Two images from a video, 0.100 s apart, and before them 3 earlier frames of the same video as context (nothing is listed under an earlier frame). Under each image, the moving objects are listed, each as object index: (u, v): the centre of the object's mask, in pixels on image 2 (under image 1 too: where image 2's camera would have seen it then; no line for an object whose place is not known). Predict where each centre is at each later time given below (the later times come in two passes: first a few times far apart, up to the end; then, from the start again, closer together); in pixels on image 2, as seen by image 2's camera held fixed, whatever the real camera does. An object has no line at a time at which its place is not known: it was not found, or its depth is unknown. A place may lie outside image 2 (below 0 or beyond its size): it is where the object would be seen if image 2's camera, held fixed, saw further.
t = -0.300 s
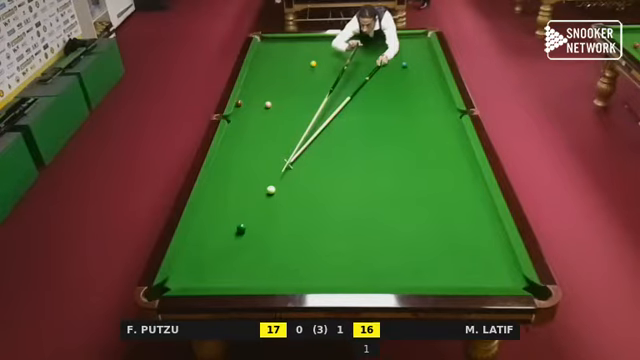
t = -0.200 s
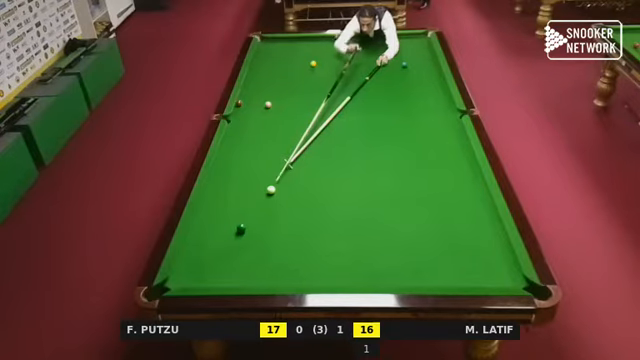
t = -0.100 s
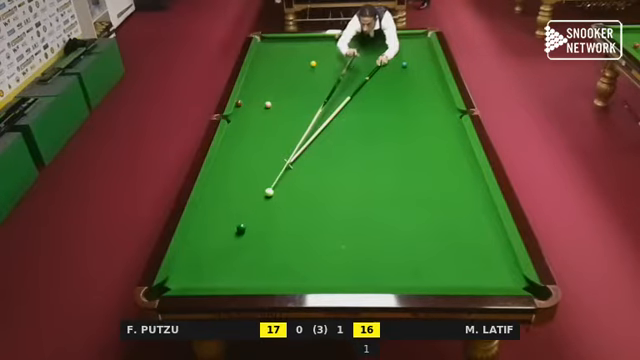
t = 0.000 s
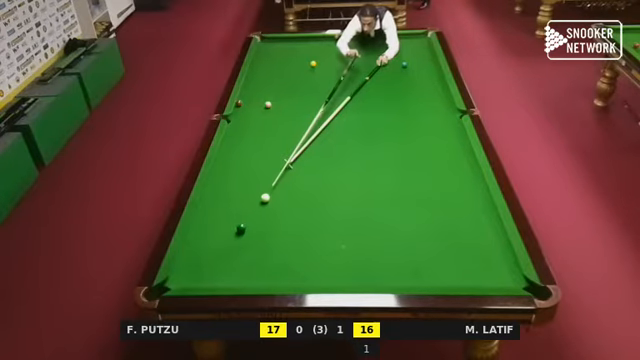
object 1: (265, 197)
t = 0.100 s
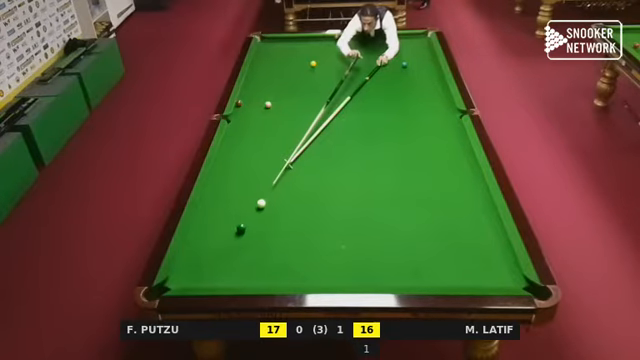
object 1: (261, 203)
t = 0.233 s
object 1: (255, 211)
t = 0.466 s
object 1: (248, 223)
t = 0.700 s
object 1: (249, 227)
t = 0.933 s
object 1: (250, 231)
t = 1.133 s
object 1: (251, 234)
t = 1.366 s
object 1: (251, 236)
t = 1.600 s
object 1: (251, 238)
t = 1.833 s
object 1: (252, 239)
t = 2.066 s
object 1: (251, 240)
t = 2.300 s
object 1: (252, 240)
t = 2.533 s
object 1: (252, 241)
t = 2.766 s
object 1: (252, 241)
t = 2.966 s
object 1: (252, 241)
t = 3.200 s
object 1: (252, 241)
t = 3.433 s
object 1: (252, 241)
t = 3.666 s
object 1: (251, 241)
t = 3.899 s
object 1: (251, 241)
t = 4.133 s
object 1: (251, 240)
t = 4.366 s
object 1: (251, 240)
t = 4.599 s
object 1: (251, 240)
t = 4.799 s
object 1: (251, 240)
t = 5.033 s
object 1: (251, 240)
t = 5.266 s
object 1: (251, 240)
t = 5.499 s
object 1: (251, 241)
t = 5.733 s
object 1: (251, 241)
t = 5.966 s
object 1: (251, 241)
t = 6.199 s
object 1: (251, 241)
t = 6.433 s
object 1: (251, 241)
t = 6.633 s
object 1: (252, 241)
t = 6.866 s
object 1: (251, 241)
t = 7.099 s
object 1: (251, 241)
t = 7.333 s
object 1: (251, 241)
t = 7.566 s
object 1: (251, 241)
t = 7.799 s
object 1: (251, 241)
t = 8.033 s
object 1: (251, 241)
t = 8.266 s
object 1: (251, 241)
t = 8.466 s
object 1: (251, 241)
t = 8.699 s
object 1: (251, 241)
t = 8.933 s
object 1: (251, 240)
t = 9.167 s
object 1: (251, 240)
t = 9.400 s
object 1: (252, 241)
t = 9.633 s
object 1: (251, 240)
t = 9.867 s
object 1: (251, 241)
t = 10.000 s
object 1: (251, 240)
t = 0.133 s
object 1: (260, 205)
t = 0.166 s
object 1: (258, 207)
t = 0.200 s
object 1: (257, 209)
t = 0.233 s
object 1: (255, 211)
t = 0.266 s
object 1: (254, 213)
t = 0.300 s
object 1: (253, 215)
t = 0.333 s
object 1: (251, 217)
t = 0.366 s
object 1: (250, 219)
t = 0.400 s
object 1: (249, 221)
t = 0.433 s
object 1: (248, 222)
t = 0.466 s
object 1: (248, 223)
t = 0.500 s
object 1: (248, 224)
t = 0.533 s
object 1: (248, 224)
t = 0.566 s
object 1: (248, 225)
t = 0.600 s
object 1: (249, 225)
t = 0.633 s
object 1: (249, 226)
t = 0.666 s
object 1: (249, 227)
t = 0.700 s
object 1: (249, 227)
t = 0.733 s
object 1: (249, 227)
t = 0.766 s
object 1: (249, 228)
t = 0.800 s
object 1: (249, 228)
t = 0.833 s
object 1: (249, 229)
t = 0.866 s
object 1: (250, 230)
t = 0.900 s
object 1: (250, 230)
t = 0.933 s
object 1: (250, 231)
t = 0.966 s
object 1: (250, 231)
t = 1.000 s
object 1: (250, 232)
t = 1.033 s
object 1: (250, 232)
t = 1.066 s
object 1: (251, 233)
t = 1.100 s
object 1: (250, 233)
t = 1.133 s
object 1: (251, 234)
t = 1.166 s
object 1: (251, 234)
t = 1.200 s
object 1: (251, 234)
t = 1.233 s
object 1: (251, 235)
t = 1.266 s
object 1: (251, 235)
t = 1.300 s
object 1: (251, 235)
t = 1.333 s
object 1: (251, 236)
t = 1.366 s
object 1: (251, 236)
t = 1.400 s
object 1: (251, 236)
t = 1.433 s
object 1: (251, 237)
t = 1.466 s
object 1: (251, 237)
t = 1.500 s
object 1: (251, 237)
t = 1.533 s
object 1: (251, 237)
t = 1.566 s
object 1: (251, 238)
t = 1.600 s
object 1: (251, 238)
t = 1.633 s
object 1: (252, 238)
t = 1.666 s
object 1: (252, 239)
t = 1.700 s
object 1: (251, 239)
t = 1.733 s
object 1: (252, 239)
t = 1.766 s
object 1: (251, 239)
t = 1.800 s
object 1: (252, 239)
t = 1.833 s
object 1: (252, 239)
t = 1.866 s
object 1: (251, 240)
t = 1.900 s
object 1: (251, 240)
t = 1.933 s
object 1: (251, 240)
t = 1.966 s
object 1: (251, 240)
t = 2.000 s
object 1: (251, 240)
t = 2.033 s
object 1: (251, 240)
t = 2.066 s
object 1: (251, 240)
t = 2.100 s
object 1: (252, 241)
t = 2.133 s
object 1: (252, 240)
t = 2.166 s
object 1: (252, 241)
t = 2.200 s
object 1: (252, 241)
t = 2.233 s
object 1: (252, 241)
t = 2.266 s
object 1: (252, 241)
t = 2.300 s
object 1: (252, 240)
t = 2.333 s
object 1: (252, 241)
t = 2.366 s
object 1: (252, 241)
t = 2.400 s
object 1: (252, 241)
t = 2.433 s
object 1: (252, 241)
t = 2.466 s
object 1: (252, 241)
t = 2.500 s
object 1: (251, 241)
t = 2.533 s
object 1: (252, 241)
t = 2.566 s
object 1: (252, 240)
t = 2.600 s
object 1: (252, 241)
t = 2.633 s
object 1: (252, 240)
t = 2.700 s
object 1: (252, 241)
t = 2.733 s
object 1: (252, 241)
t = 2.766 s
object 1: (252, 241)
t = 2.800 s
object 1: (252, 241)
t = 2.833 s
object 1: (252, 241)
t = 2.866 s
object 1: (252, 241)
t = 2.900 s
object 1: (252, 241)
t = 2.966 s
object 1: (252, 241)
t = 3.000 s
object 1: (252, 240)
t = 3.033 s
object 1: (252, 241)
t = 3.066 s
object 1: (252, 241)
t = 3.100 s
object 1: (252, 241)
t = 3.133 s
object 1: (252, 241)
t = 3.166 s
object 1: (252, 241)
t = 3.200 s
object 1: (252, 241)
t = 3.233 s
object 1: (252, 241)
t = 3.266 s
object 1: (252, 241)
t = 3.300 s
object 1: (252, 241)
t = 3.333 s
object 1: (252, 241)
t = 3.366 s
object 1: (252, 241)
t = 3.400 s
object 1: (252, 240)
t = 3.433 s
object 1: (252, 241)
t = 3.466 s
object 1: (252, 240)
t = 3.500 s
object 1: (252, 240)
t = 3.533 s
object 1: (252, 240)
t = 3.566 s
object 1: (251, 240)
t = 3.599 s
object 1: (251, 241)
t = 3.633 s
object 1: (251, 241)
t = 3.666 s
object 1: (251, 241)
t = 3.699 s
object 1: (251, 241)
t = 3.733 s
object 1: (251, 241)
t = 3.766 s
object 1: (251, 241)
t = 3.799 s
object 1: (251, 241)
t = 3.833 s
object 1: (251, 241)
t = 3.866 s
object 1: (251, 241)
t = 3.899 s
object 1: (251, 241)
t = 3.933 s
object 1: (251, 241)
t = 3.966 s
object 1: (251, 241)
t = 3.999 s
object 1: (252, 241)
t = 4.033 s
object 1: (251, 241)
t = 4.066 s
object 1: (251, 241)
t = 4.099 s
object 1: (251, 240)
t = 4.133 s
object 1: (251, 240)
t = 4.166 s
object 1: (251, 240)
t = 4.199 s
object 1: (251, 240)
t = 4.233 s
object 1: (251, 240)
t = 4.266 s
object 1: (251, 240)
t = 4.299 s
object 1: (251, 240)
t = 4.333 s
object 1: (251, 240)
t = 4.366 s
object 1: (251, 240)
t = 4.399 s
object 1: (251, 240)
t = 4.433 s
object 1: (251, 240)
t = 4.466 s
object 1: (251, 240)
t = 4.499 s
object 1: (251, 240)
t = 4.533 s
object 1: (251, 240)
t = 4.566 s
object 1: (251, 240)
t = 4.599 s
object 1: (251, 240)
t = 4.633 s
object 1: (251, 240)
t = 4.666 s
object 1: (252, 240)
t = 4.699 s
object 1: (251, 240)
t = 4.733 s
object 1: (251, 240)
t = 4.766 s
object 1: (251, 240)
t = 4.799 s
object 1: (251, 240)
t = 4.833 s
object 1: (252, 240)
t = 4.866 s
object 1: (251, 240)
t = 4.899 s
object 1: (251, 240)
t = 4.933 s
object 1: (251, 240)
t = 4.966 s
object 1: (251, 240)
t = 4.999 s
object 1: (251, 240)
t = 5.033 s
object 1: (251, 240)
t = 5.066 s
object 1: (251, 240)
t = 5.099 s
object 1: (251, 240)
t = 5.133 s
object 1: (251, 240)
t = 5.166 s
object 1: (251, 241)
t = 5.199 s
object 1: (251, 241)
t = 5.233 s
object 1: (251, 241)
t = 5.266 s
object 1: (251, 240)
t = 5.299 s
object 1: (251, 241)
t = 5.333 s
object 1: (251, 241)
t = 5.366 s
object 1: (251, 241)
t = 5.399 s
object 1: (251, 241)
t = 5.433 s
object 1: (251, 241)
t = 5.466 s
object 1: (251, 241)
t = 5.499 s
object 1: (251, 241)
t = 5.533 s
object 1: (251, 241)
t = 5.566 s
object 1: (251, 241)
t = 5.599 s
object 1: (251, 241)
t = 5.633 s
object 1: (251, 241)
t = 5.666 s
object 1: (251, 241)
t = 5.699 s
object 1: (251, 241)
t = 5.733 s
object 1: (251, 241)
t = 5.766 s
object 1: (251, 241)
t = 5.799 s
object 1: (251, 241)
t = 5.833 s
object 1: (251, 241)
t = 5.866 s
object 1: (251, 241)
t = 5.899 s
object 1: (251, 241)
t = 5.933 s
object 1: (251, 241)
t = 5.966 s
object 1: (251, 241)
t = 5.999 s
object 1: (251, 241)
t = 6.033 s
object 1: (251, 241)
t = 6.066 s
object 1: (251, 241)
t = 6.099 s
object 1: (251, 241)
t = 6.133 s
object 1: (251, 241)
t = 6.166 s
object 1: (251, 241)
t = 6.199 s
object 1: (251, 241)
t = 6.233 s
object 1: (251, 241)
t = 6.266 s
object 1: (251, 241)
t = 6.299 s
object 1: (251, 241)
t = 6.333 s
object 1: (251, 241)
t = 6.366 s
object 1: (251, 241)
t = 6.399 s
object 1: (252, 241)
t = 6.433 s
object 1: (251, 241)
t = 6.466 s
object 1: (252, 241)
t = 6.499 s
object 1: (251, 241)
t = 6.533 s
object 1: (251, 241)
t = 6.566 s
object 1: (252, 241)
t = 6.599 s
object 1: (251, 241)
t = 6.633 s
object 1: (252, 241)
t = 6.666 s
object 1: (251, 241)
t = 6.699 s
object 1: (251, 241)
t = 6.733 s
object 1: (251, 241)
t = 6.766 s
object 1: (251, 240)
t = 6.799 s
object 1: (251, 241)
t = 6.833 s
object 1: (251, 241)
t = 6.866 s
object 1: (251, 241)
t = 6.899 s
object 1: (251, 241)
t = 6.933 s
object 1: (251, 241)
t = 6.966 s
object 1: (251, 241)
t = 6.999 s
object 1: (251, 241)
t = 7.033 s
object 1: (251, 241)
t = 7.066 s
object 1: (251, 241)
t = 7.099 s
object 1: (251, 241)
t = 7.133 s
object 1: (251, 241)
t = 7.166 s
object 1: (251, 241)
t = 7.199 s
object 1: (251, 241)
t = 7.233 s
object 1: (251, 241)
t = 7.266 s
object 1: (251, 241)
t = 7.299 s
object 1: (251, 241)
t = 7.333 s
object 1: (251, 241)
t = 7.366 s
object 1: (251, 241)
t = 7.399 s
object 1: (251, 241)
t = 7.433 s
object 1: (251, 241)
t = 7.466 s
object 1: (251, 241)
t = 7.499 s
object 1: (251, 241)
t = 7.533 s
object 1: (251, 241)
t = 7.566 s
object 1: (251, 241)
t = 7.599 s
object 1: (251, 241)
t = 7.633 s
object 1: (251, 241)
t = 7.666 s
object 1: (251, 241)
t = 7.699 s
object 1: (251, 241)
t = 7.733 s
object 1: (251, 241)
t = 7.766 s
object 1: (251, 241)
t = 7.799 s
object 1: (251, 241)
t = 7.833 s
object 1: (251, 241)
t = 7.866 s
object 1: (251, 241)
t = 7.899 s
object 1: (251, 241)
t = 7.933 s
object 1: (251, 241)
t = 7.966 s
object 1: (251, 241)
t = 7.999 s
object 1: (251, 241)
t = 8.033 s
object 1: (251, 241)
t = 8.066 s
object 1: (251, 241)
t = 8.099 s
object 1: (251, 241)
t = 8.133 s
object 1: (251, 241)
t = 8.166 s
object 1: (251, 241)
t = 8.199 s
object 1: (251, 241)
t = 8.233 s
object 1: (251, 241)
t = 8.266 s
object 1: (251, 241)
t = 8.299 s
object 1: (251, 241)
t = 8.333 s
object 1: (251, 241)
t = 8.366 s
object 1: (251, 241)
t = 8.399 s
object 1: (251, 241)
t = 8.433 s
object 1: (251, 241)
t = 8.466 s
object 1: (251, 241)
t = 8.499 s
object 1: (251, 241)
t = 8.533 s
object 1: (251, 241)
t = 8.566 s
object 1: (251, 241)
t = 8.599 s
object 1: (251, 241)
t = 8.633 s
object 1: (251, 241)
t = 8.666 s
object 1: (251, 241)
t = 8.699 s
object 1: (251, 241)
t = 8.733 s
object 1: (251, 241)
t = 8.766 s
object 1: (251, 241)
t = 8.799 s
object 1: (251, 241)
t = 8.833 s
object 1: (251, 241)
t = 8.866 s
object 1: (251, 241)
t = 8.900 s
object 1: (251, 241)
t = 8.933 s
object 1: (251, 240)
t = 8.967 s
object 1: (251, 241)
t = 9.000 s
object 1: (251, 240)
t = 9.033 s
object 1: (251, 240)
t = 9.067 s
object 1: (252, 240)
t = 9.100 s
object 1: (252, 240)
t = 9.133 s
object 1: (251, 240)
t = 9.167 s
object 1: (251, 240)
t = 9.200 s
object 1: (252, 240)
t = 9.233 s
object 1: (251, 240)
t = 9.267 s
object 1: (251, 240)
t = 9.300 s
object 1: (251, 240)
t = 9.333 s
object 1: (251, 240)
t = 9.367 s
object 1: (252, 240)
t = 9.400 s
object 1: (252, 241)
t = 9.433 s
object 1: (251, 240)
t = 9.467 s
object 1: (251, 241)
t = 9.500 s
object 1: (251, 240)
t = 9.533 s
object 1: (251, 240)
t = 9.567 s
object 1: (251, 240)
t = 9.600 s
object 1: (251, 240)
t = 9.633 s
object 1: (251, 240)
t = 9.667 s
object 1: (251, 240)
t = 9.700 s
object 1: (251, 240)
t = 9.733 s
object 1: (251, 240)
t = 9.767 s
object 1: (251, 240)
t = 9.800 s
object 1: (251, 240)
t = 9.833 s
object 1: (251, 240)
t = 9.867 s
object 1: (251, 241)
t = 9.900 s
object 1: (251, 241)
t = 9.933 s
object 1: (251, 241)
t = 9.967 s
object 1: (251, 240)
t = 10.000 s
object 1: (251, 240)
